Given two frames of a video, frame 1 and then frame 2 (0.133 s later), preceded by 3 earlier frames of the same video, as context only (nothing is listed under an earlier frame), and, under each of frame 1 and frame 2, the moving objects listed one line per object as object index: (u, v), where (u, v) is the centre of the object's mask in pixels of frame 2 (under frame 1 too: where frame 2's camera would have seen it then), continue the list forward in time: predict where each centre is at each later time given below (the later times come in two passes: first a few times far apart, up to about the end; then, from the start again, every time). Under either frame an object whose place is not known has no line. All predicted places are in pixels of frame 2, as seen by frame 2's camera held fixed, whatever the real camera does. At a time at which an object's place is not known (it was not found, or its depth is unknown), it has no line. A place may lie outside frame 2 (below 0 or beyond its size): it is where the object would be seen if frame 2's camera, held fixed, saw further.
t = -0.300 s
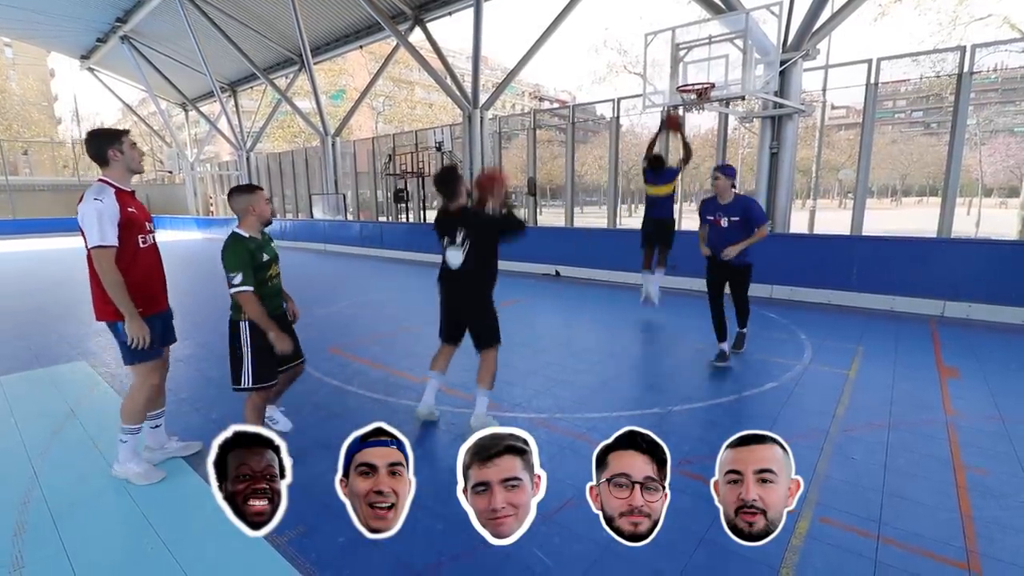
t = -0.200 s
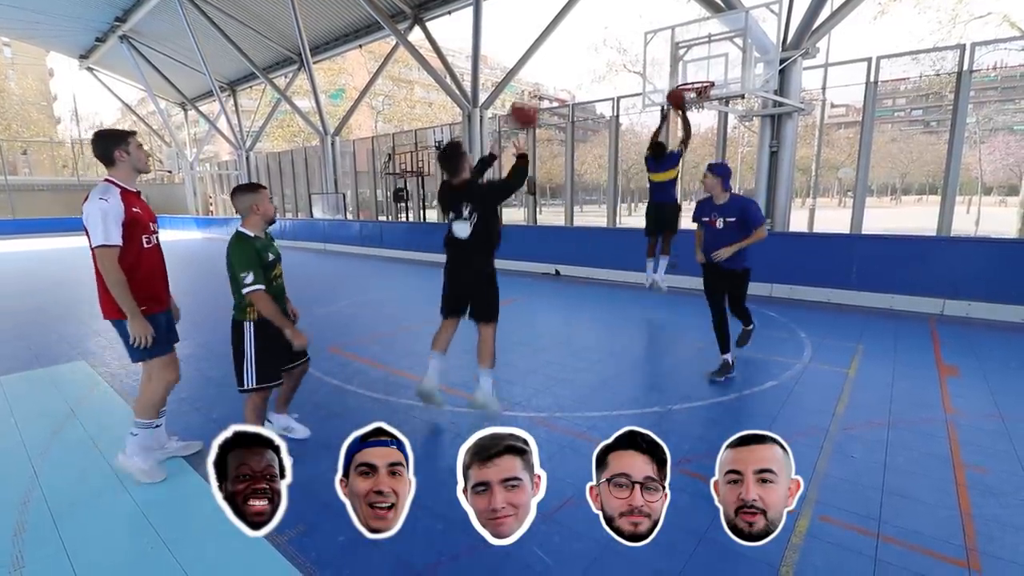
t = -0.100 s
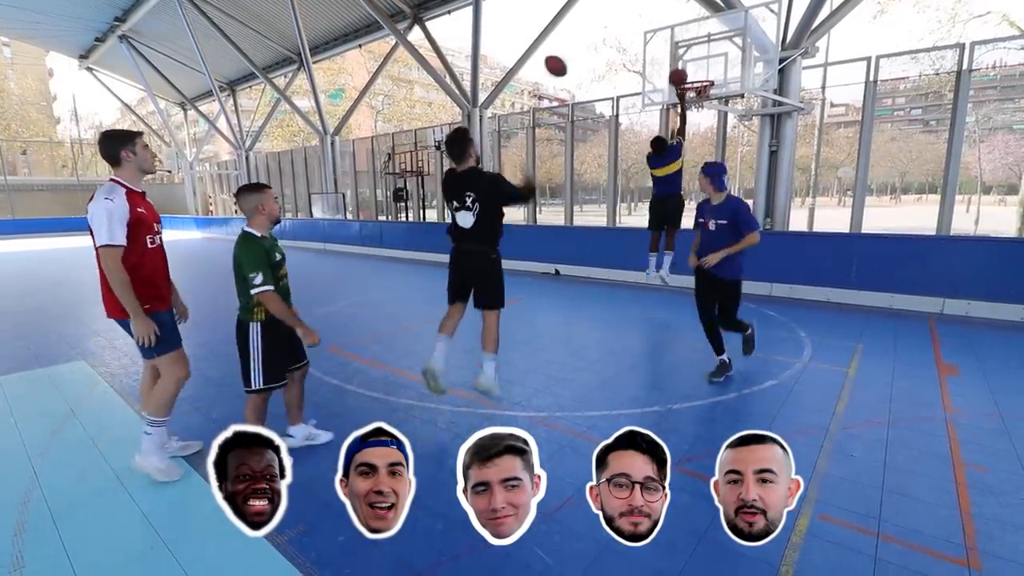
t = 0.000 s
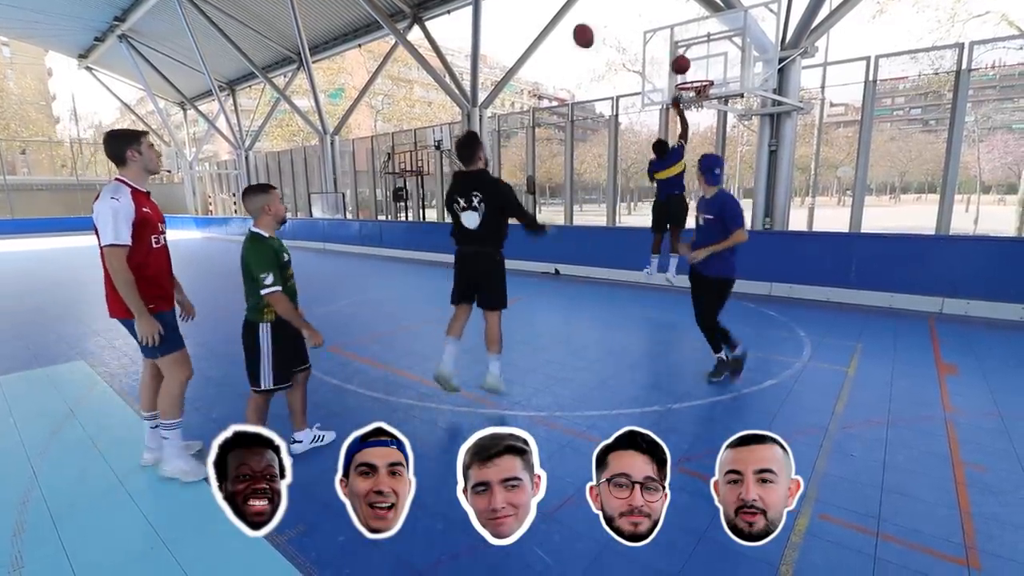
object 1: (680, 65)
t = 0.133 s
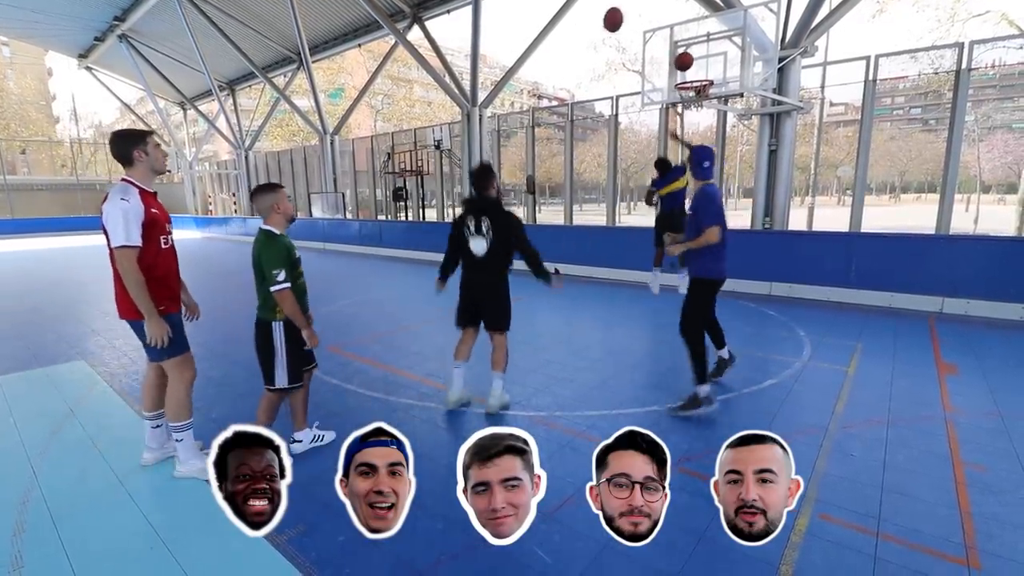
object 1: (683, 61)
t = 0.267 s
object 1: (686, 72)
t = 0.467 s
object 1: (689, 81)
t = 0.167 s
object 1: (684, 63)
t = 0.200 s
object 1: (685, 65)
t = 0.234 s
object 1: (686, 68)
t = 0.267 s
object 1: (686, 72)
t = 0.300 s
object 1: (687, 72)
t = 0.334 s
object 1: (688, 72)
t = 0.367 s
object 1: (688, 73)
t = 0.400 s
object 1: (689, 75)
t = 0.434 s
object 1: (689, 78)
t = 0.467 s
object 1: (689, 81)
